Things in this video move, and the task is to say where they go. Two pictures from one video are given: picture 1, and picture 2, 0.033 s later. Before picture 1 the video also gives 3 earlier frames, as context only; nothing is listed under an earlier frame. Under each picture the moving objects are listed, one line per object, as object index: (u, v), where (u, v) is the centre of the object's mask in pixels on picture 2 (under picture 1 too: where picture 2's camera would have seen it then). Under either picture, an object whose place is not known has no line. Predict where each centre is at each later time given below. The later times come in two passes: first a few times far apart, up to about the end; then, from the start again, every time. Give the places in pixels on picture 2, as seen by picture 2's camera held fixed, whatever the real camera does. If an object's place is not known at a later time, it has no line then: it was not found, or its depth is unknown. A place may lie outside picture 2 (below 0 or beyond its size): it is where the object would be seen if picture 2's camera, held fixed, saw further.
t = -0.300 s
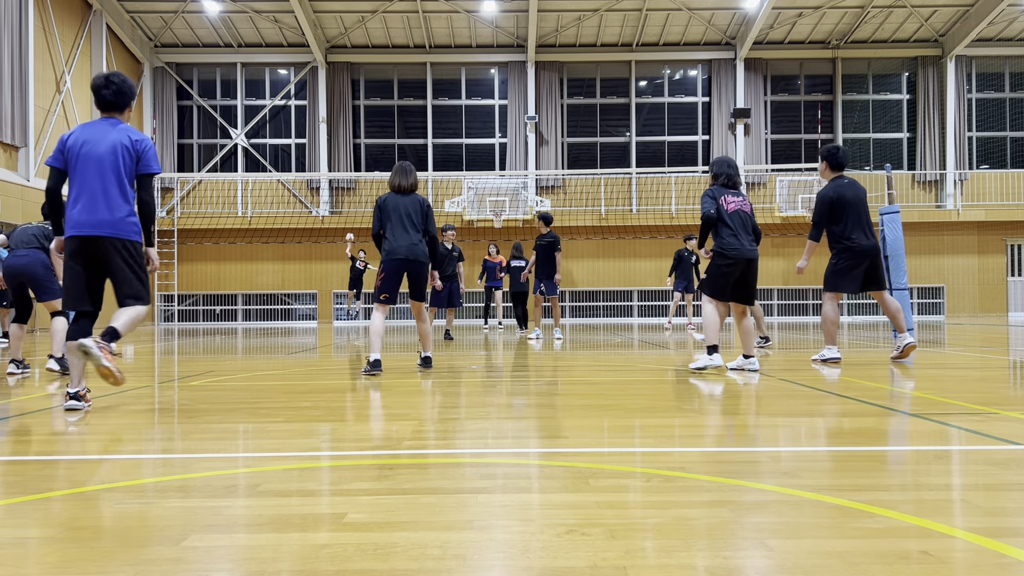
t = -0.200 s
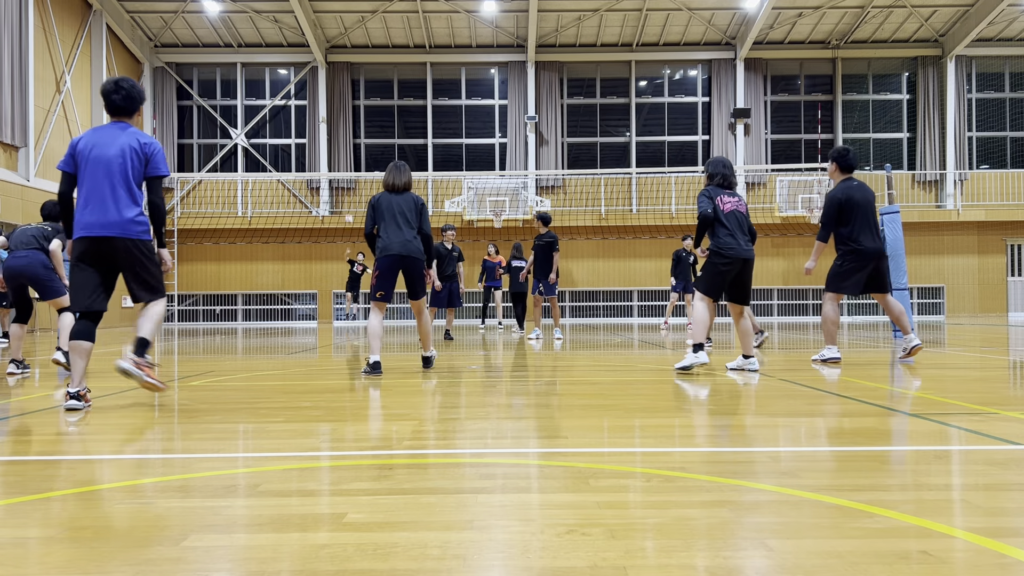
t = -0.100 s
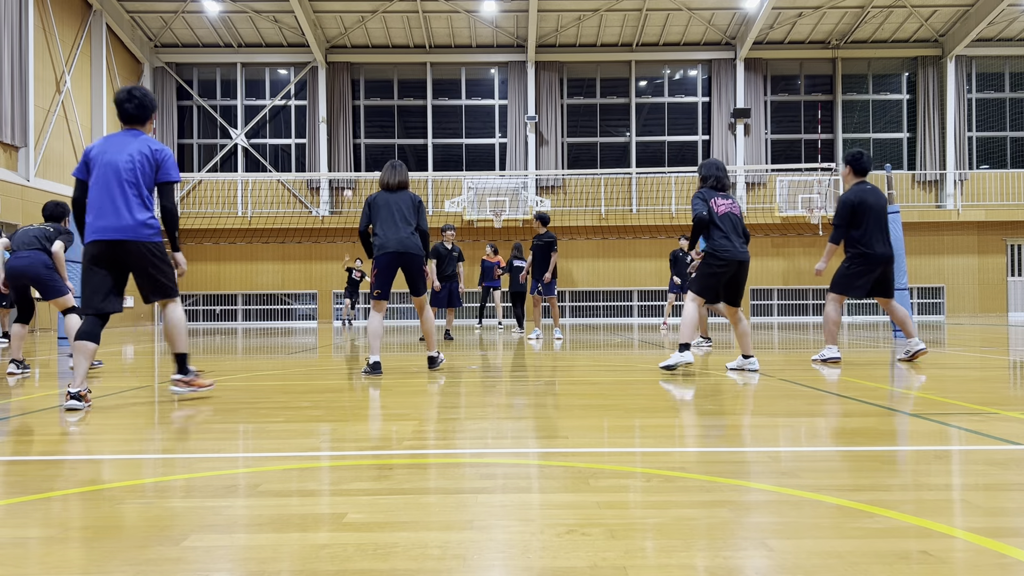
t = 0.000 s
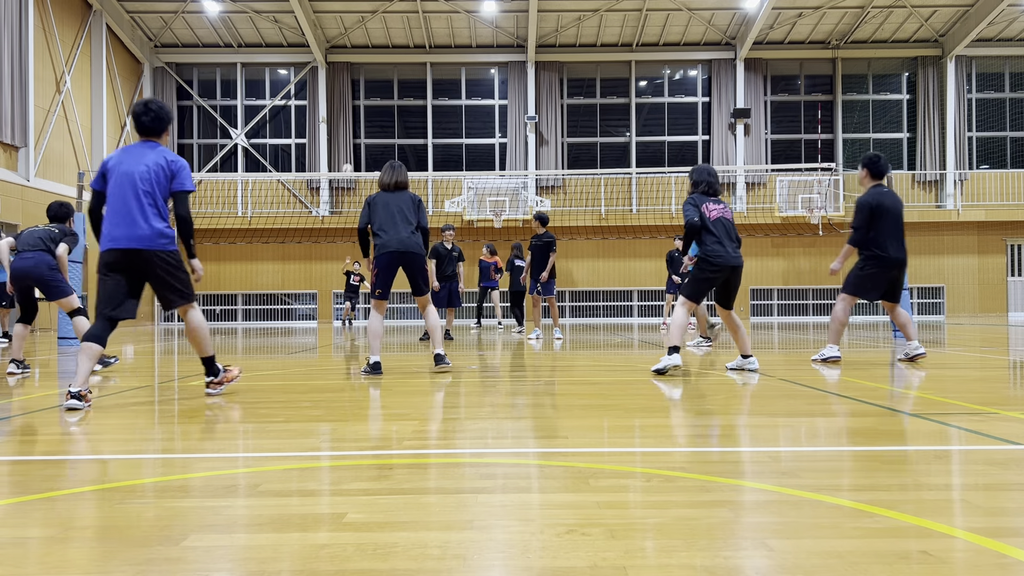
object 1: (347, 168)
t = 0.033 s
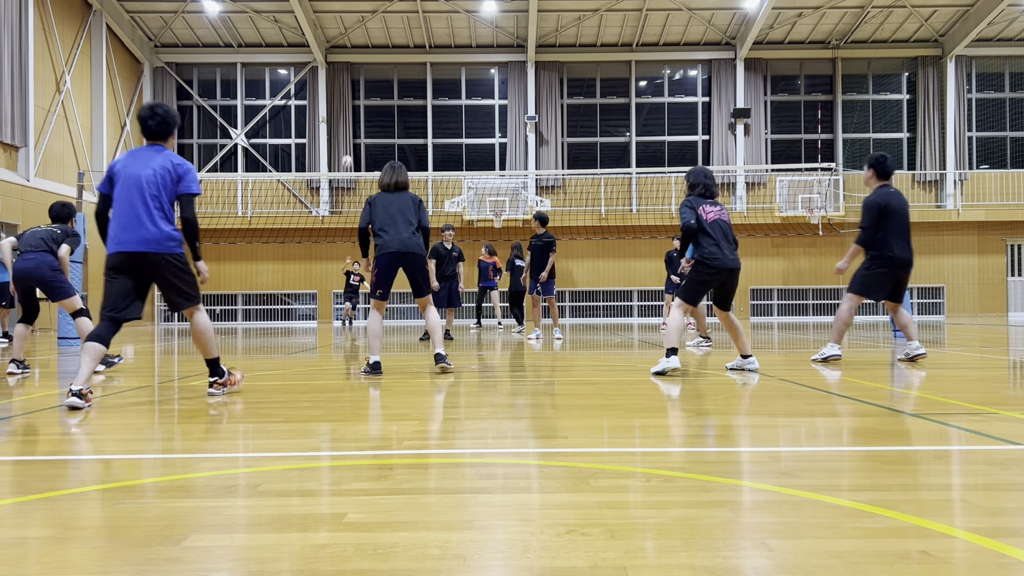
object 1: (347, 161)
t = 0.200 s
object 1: (345, 121)
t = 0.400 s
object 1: (347, 81)
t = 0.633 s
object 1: (347, 51)
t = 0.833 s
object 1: (335, 55)
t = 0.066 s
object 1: (346, 153)
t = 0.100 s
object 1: (346, 145)
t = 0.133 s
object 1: (346, 137)
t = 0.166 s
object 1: (345, 129)
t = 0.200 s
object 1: (345, 121)
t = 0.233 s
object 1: (345, 114)
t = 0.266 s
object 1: (345, 107)
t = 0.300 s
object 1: (346, 100)
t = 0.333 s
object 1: (346, 94)
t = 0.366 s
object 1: (347, 87)
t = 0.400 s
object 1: (347, 81)
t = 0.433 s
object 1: (348, 75)
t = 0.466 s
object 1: (348, 70)
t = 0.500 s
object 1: (348, 65)
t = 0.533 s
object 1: (349, 61)
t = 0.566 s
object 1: (348, 57)
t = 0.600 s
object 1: (348, 54)
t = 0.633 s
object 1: (347, 51)
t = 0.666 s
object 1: (346, 49)
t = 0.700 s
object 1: (345, 48)
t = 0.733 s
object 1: (343, 48)
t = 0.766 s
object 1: (341, 49)
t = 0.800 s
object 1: (339, 51)
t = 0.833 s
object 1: (335, 55)
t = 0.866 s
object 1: (333, 60)
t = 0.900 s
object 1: (329, 67)
